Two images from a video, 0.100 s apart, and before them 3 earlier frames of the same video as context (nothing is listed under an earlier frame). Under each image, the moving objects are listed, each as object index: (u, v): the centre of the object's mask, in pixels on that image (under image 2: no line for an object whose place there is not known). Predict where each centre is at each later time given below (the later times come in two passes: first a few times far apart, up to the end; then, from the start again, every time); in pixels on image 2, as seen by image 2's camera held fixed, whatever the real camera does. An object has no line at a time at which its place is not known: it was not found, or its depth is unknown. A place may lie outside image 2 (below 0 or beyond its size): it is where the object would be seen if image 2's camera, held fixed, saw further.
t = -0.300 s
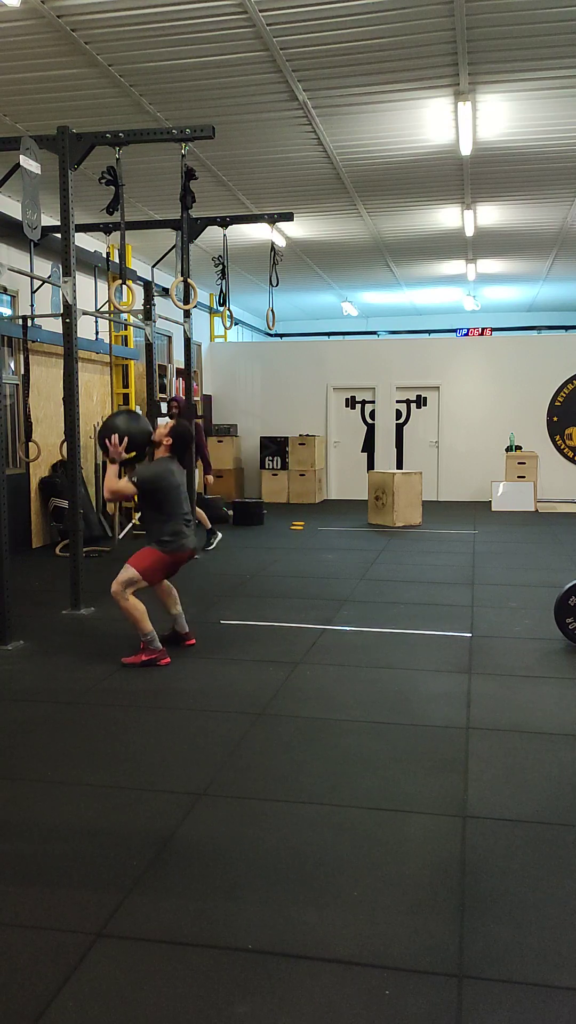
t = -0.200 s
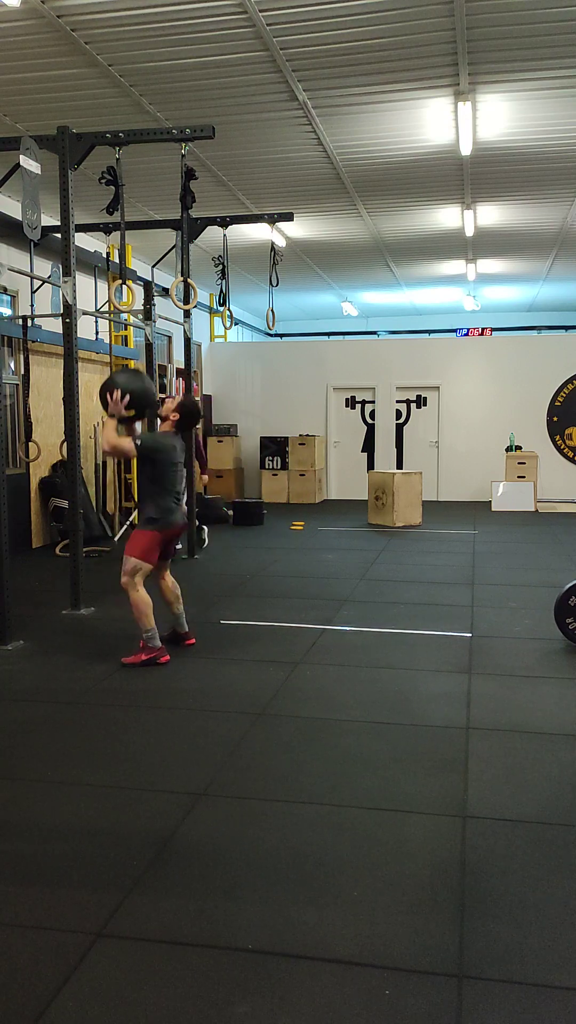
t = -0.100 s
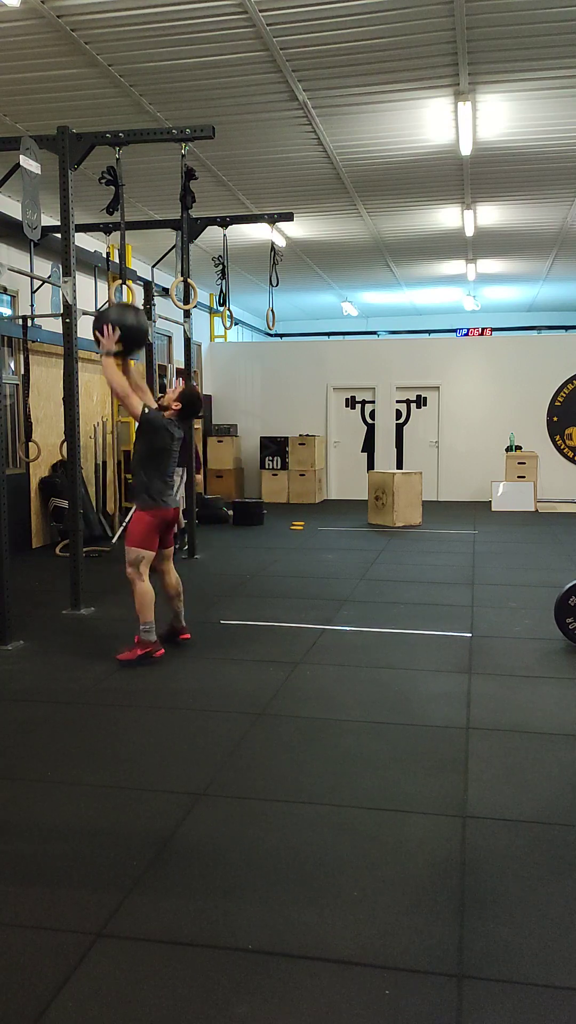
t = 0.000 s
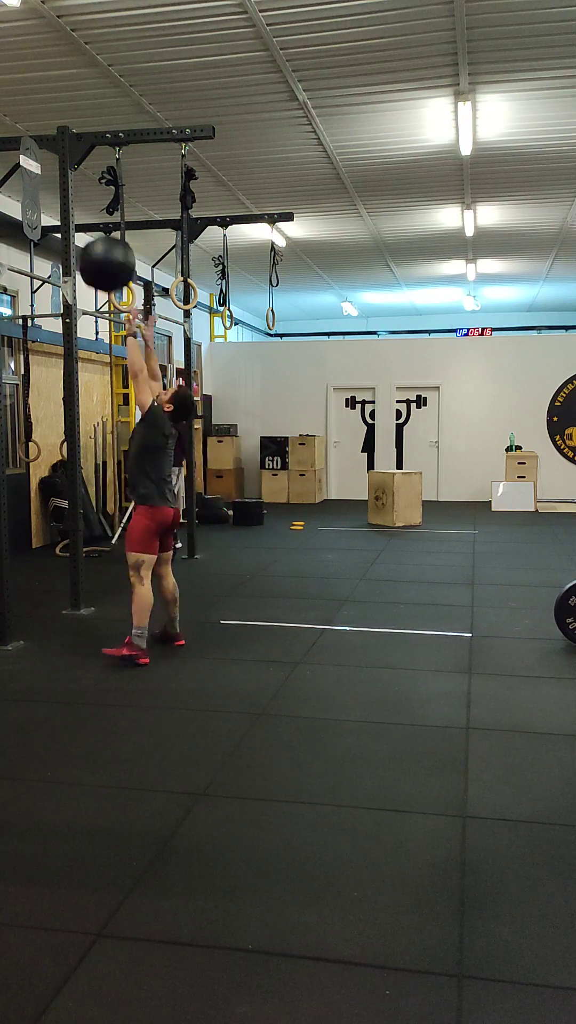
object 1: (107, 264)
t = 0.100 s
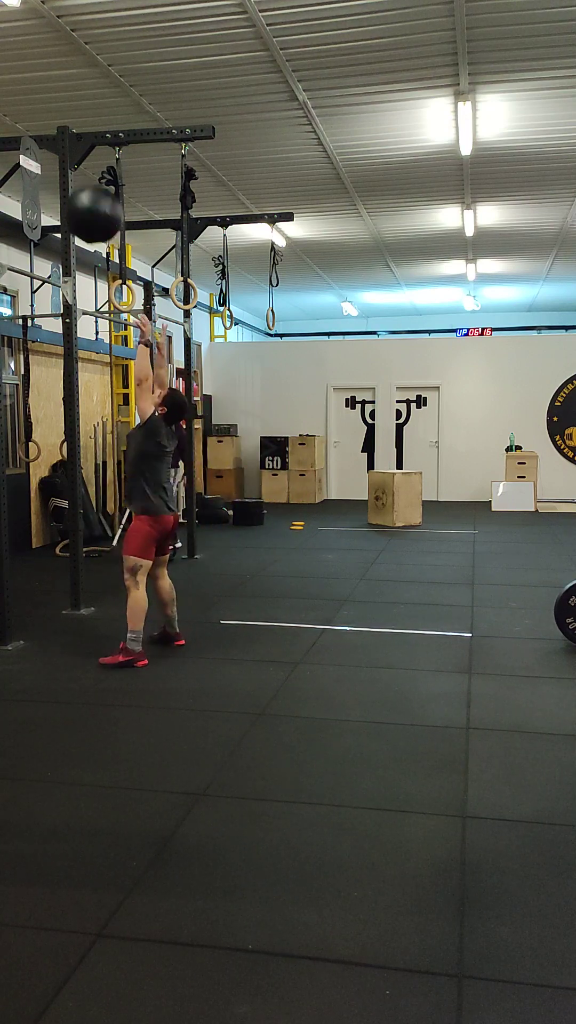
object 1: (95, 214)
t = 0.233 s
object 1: (76, 174)
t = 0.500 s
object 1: (60, 179)
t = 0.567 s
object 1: (66, 196)
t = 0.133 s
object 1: (91, 201)
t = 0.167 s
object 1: (85, 191)
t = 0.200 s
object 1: (80, 181)
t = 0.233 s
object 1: (76, 174)
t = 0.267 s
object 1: (72, 168)
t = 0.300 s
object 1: (67, 165)
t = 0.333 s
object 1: (63, 163)
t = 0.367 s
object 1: (58, 164)
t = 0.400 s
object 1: (56, 165)
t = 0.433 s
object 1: (56, 168)
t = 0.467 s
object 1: (59, 173)
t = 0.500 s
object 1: (60, 179)
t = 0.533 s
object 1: (63, 188)
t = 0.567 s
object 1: (66, 196)
